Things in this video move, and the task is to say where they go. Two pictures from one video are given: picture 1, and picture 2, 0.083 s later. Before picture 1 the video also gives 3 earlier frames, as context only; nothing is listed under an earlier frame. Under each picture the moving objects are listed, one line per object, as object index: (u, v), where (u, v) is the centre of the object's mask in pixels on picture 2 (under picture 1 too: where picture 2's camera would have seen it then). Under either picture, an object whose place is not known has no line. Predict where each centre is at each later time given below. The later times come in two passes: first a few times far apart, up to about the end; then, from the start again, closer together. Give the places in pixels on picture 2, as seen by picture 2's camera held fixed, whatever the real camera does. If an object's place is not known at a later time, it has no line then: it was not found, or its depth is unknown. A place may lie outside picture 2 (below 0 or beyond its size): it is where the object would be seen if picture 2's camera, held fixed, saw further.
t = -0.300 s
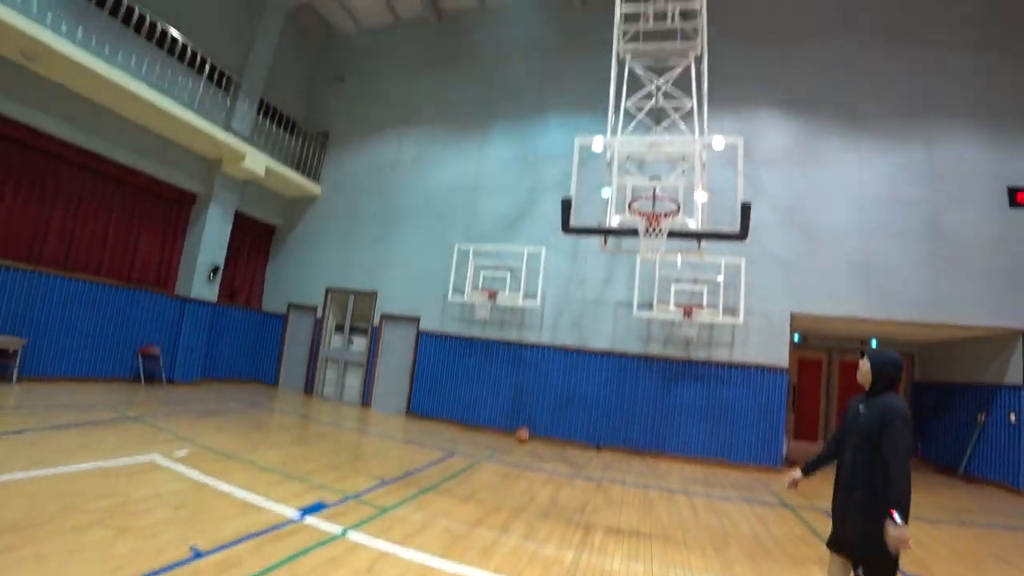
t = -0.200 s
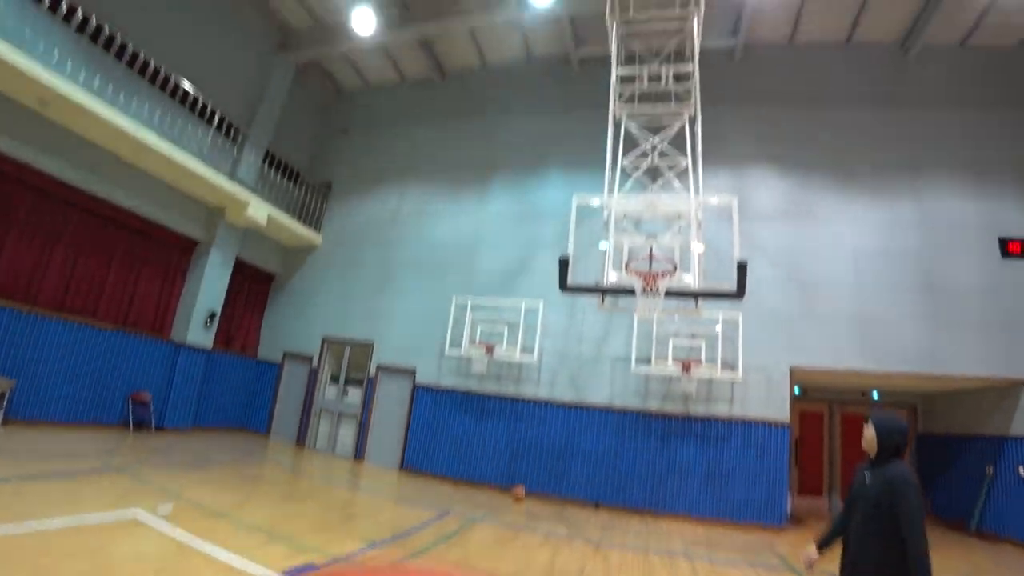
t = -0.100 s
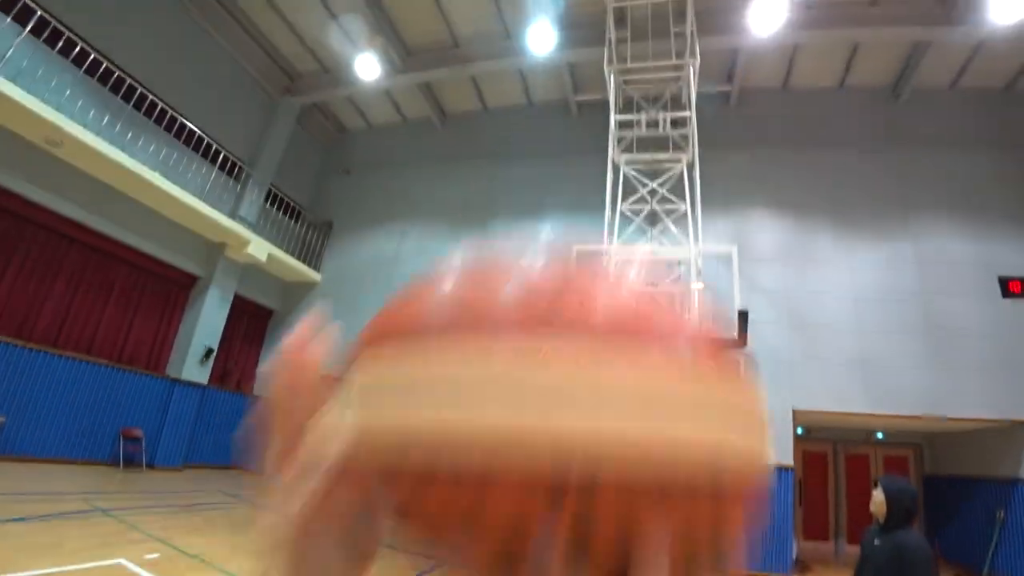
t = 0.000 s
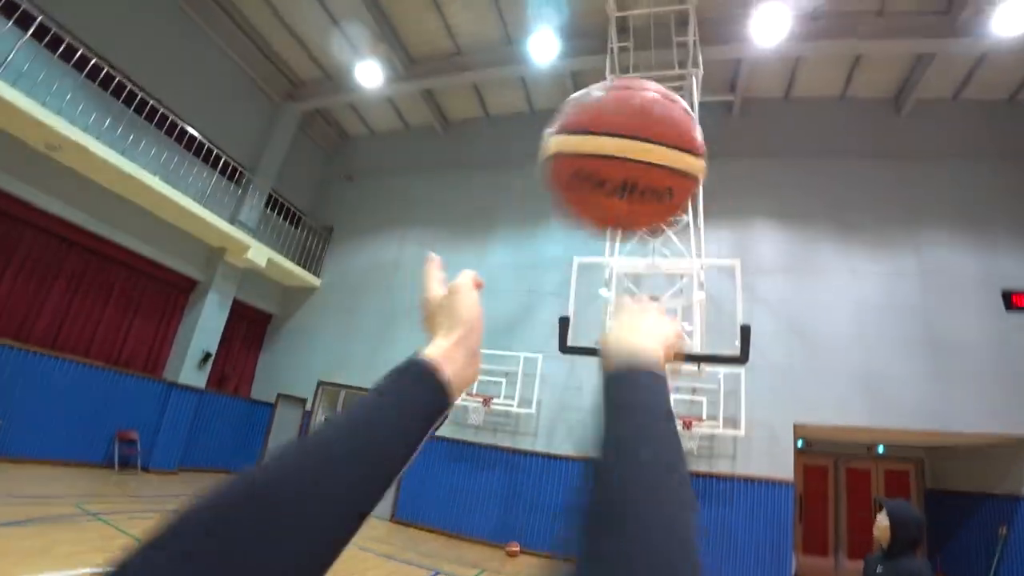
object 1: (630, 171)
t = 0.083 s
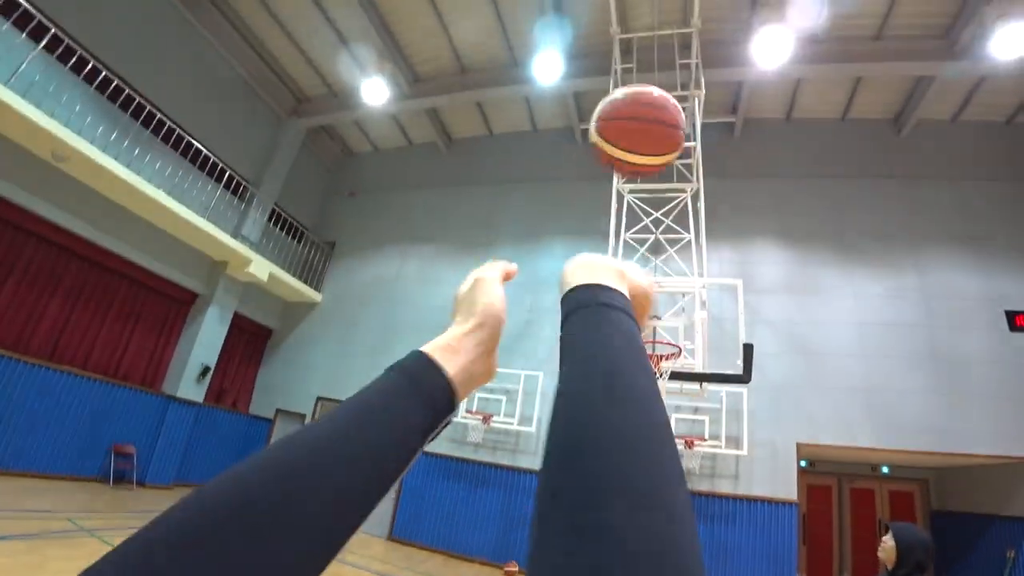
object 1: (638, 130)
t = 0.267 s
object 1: (640, 129)
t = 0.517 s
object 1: (646, 195)
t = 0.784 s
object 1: (648, 292)
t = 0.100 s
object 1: (639, 127)
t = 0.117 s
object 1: (639, 124)
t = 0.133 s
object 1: (640, 121)
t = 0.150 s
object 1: (640, 121)
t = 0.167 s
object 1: (641, 120)
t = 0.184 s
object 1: (641, 120)
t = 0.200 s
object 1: (640, 120)
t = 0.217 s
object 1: (641, 122)
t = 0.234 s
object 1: (641, 124)
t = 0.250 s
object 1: (641, 126)
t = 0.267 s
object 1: (640, 129)
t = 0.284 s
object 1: (639, 131)
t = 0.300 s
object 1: (639, 135)
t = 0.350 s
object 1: (640, 148)
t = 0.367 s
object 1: (641, 152)
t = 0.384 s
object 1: (643, 156)
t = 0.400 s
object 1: (644, 161)
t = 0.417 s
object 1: (644, 165)
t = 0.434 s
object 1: (644, 170)
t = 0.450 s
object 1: (644, 175)
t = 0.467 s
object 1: (644, 180)
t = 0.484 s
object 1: (645, 184)
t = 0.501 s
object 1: (646, 189)
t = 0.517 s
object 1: (646, 195)
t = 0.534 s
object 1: (645, 200)
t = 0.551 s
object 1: (645, 205)
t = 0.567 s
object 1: (645, 210)
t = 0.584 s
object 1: (646, 216)
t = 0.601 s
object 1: (646, 222)
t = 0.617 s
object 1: (646, 228)
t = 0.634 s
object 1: (647, 235)
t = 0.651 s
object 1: (647, 241)
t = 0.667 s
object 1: (645, 245)
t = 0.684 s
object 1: (645, 251)
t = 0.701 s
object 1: (646, 257)
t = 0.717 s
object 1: (647, 264)
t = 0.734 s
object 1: (647, 270)
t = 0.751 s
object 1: (645, 277)
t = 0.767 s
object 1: (647, 285)
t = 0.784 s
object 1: (648, 292)
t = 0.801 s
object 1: (647, 299)
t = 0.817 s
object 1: (646, 306)
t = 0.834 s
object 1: (646, 311)
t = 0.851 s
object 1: (646, 319)
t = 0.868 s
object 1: (647, 328)
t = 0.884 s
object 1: (645, 338)
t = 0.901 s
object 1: (646, 344)
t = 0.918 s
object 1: (649, 353)
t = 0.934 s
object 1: (648, 354)
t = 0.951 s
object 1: (648, 364)
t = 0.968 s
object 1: (647, 367)
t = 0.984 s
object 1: (647, 369)
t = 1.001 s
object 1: (648, 373)
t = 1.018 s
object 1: (649, 373)
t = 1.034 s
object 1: (650, 377)
